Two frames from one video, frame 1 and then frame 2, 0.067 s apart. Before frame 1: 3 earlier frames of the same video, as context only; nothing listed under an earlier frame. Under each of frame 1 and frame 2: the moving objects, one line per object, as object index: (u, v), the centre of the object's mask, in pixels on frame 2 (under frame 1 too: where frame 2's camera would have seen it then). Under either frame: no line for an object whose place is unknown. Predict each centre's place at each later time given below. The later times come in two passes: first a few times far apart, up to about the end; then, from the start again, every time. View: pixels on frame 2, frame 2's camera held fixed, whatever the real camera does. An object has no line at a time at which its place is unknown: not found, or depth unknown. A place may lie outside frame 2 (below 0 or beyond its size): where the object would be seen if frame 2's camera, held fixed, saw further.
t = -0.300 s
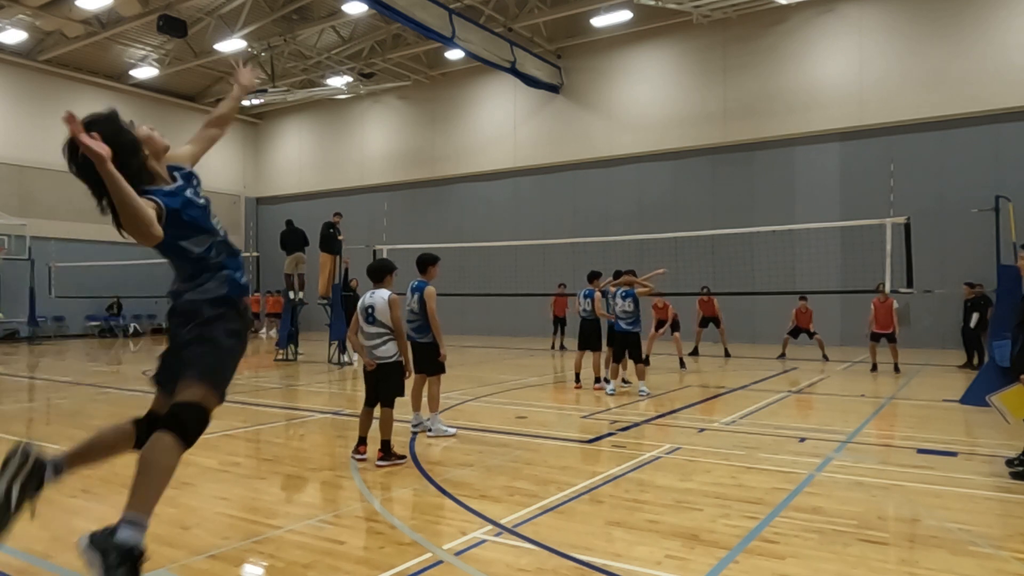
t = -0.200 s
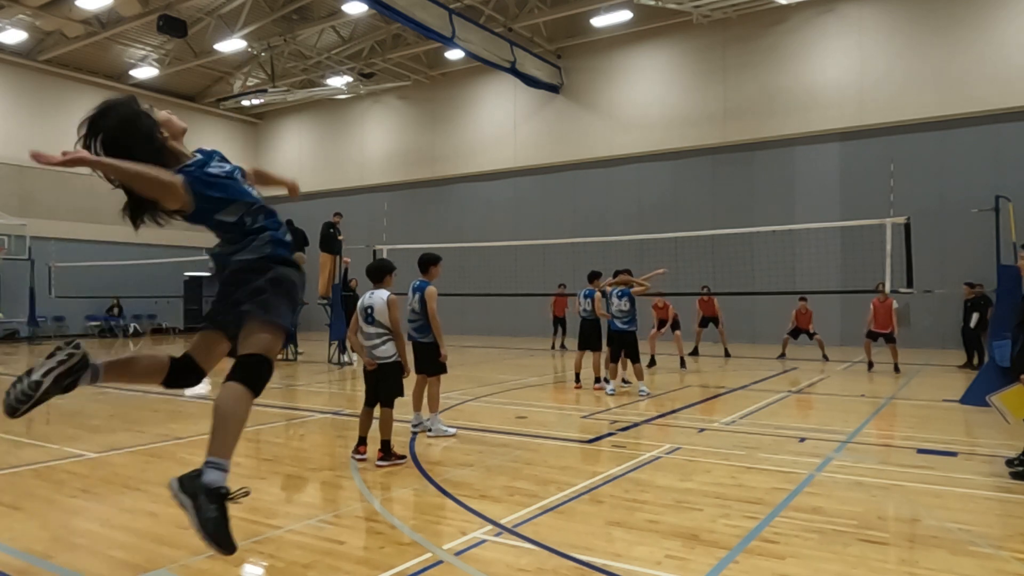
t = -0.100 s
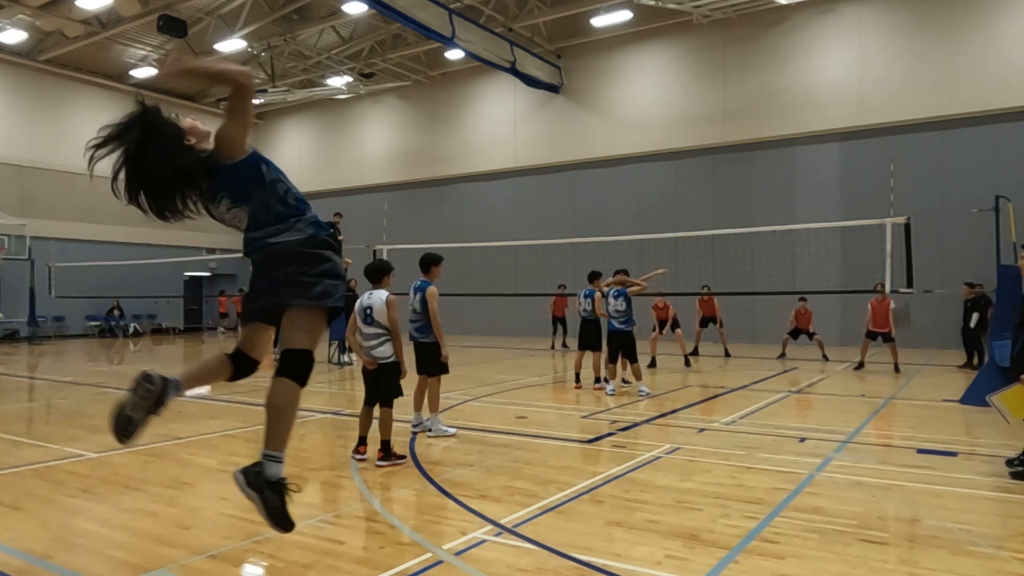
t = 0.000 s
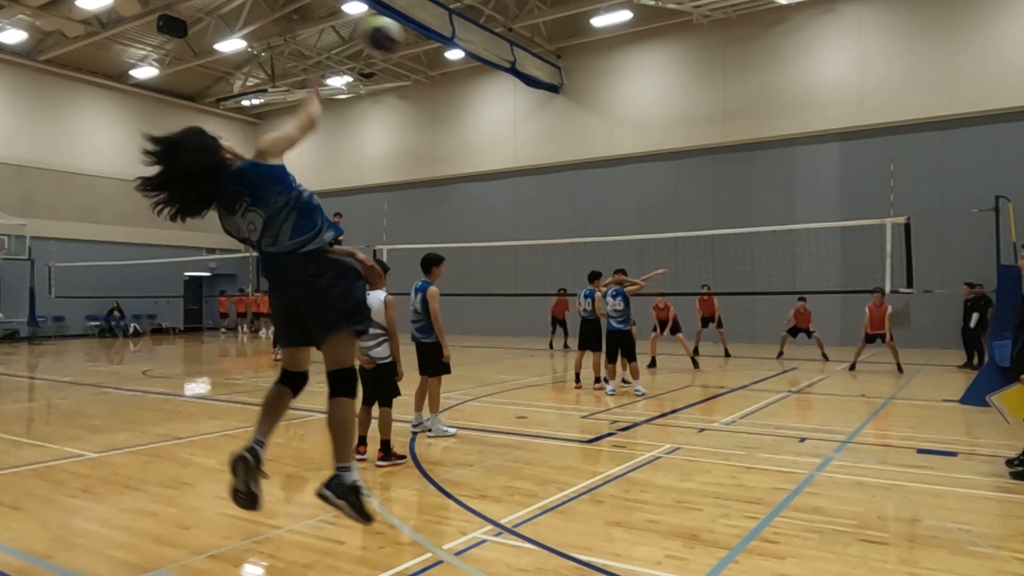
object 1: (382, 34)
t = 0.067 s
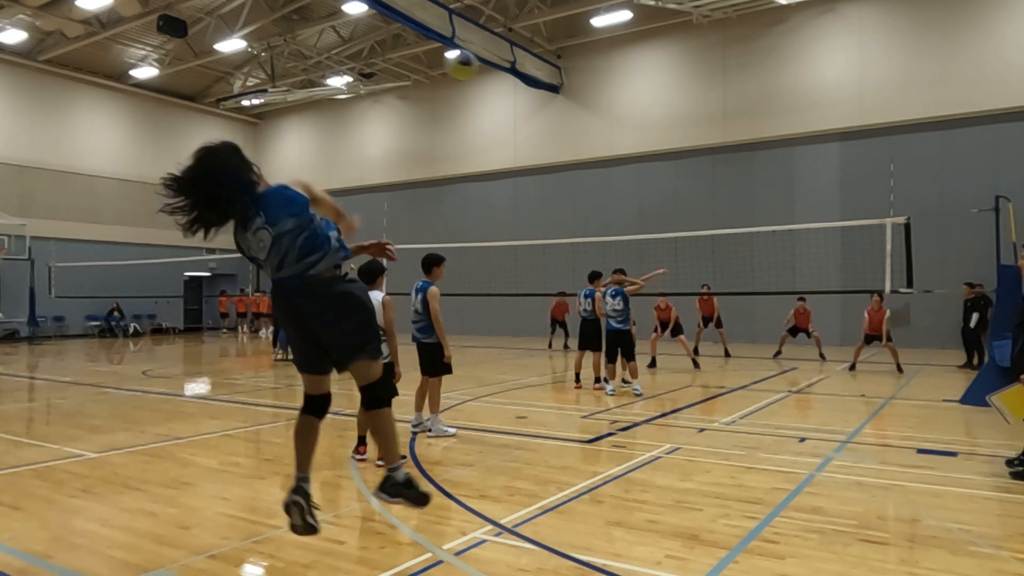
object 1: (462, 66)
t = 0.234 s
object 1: (555, 122)
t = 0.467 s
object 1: (607, 192)
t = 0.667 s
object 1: (630, 249)
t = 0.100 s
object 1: (488, 77)
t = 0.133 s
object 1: (510, 89)
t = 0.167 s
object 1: (528, 101)
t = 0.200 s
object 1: (542, 112)
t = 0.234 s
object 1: (555, 122)
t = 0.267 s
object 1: (565, 132)
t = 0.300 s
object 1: (575, 142)
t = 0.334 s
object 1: (583, 153)
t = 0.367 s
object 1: (589, 163)
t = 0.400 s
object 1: (596, 171)
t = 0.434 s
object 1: (602, 181)
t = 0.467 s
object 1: (607, 192)
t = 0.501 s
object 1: (612, 201)
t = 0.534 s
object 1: (616, 210)
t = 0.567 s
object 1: (620, 220)
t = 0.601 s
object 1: (623, 230)
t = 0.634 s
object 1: (627, 239)
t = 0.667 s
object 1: (630, 249)
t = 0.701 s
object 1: (633, 258)
